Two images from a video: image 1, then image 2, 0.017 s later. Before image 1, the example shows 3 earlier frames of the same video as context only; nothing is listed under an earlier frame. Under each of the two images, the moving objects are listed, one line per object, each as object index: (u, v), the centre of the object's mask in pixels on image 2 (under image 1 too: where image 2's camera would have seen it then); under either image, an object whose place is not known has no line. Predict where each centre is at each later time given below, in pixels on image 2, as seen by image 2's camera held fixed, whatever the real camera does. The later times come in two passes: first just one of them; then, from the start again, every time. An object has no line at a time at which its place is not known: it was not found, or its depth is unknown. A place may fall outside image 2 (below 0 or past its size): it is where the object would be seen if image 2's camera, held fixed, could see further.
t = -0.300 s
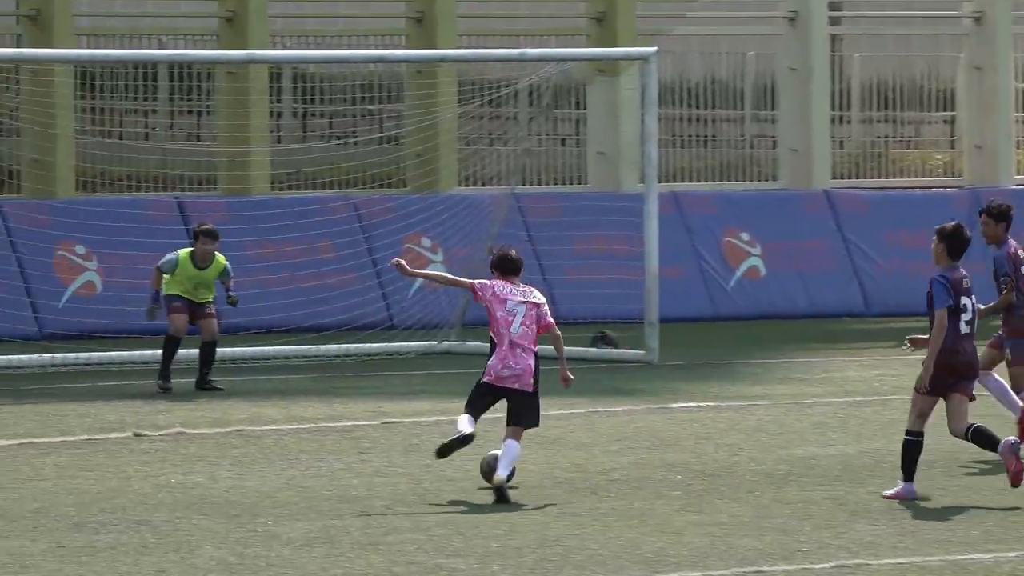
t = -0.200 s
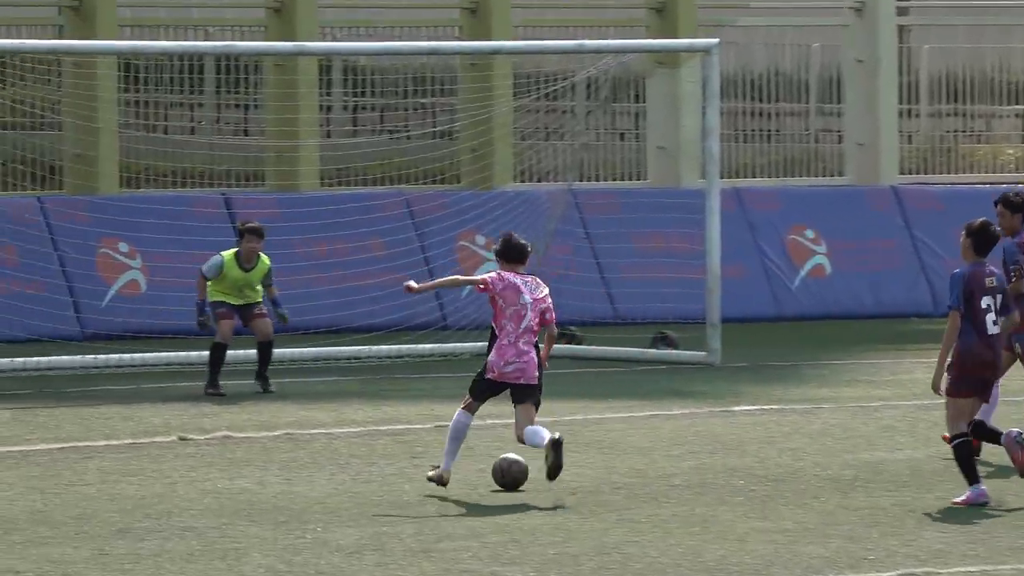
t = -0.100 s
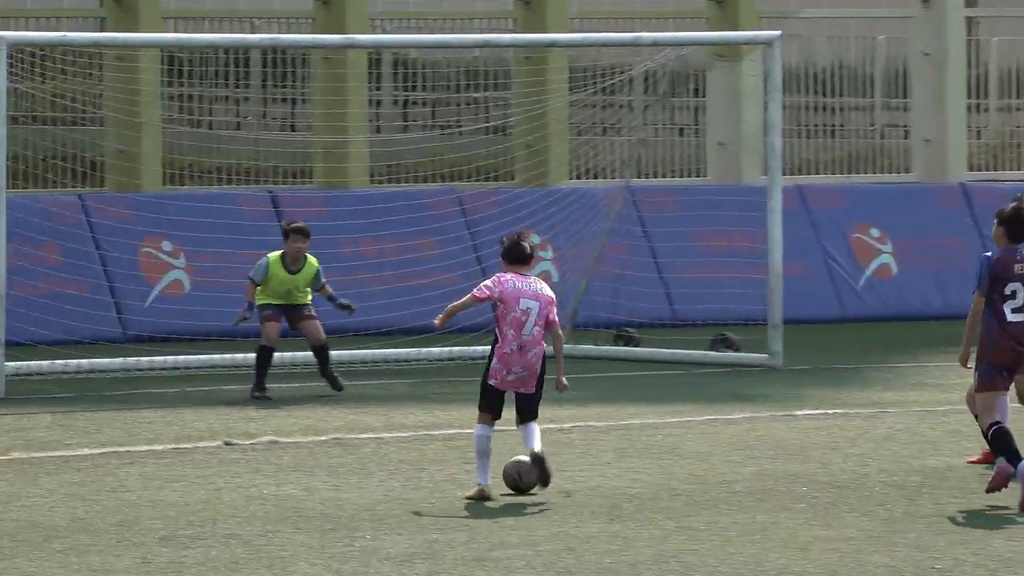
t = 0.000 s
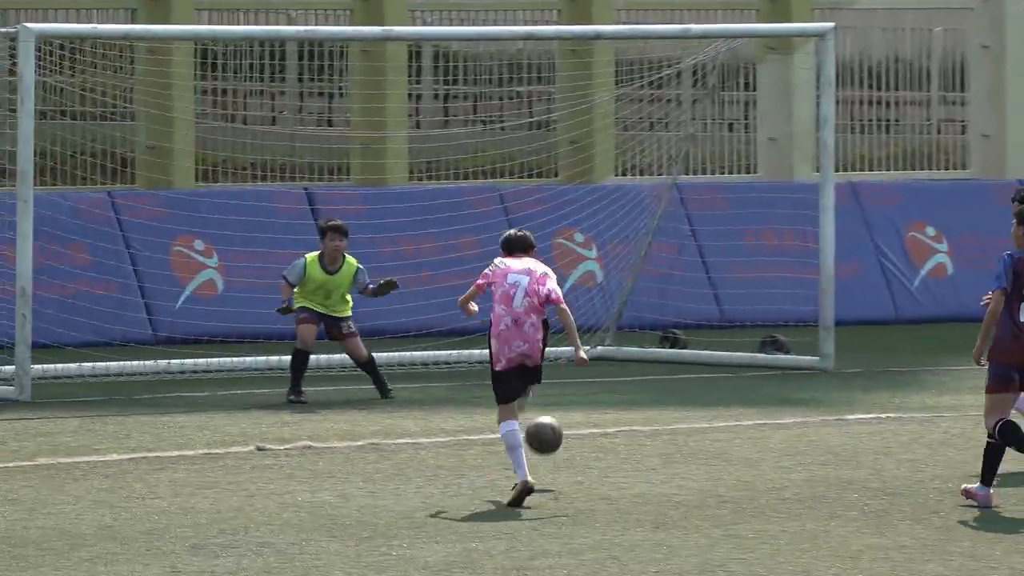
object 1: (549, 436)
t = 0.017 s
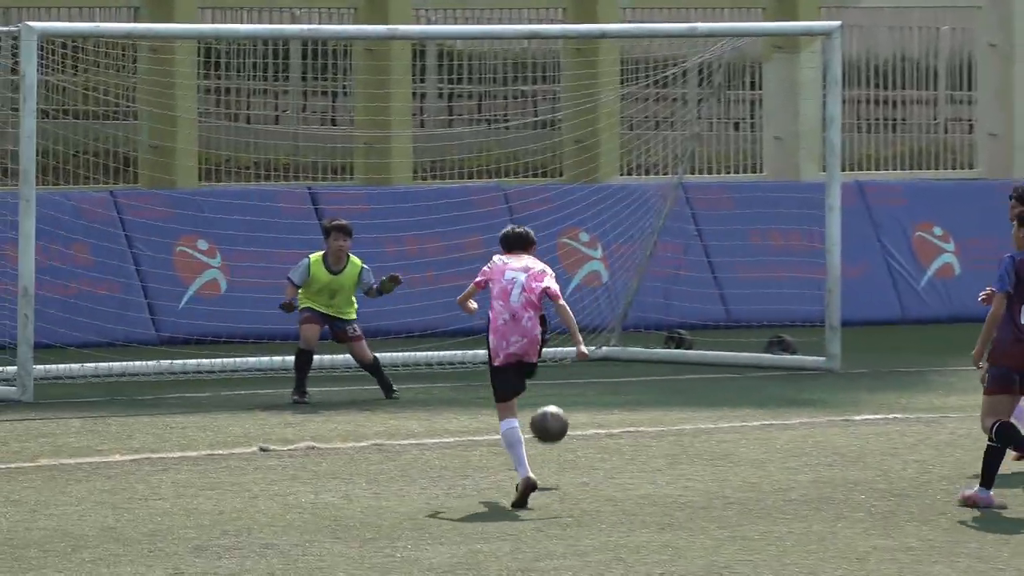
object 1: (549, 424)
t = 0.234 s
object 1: (569, 332)
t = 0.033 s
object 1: (550, 413)
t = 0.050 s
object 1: (551, 403)
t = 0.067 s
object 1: (552, 394)
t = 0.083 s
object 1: (553, 385)
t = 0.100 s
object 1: (555, 377)
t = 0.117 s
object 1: (556, 369)
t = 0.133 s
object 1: (558, 362)
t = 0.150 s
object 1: (559, 356)
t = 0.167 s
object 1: (561, 350)
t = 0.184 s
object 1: (563, 345)
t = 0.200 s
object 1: (565, 340)
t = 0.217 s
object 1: (567, 336)
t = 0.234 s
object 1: (569, 332)
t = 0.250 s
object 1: (572, 329)
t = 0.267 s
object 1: (575, 327)
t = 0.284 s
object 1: (577, 325)
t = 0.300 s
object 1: (579, 324)
